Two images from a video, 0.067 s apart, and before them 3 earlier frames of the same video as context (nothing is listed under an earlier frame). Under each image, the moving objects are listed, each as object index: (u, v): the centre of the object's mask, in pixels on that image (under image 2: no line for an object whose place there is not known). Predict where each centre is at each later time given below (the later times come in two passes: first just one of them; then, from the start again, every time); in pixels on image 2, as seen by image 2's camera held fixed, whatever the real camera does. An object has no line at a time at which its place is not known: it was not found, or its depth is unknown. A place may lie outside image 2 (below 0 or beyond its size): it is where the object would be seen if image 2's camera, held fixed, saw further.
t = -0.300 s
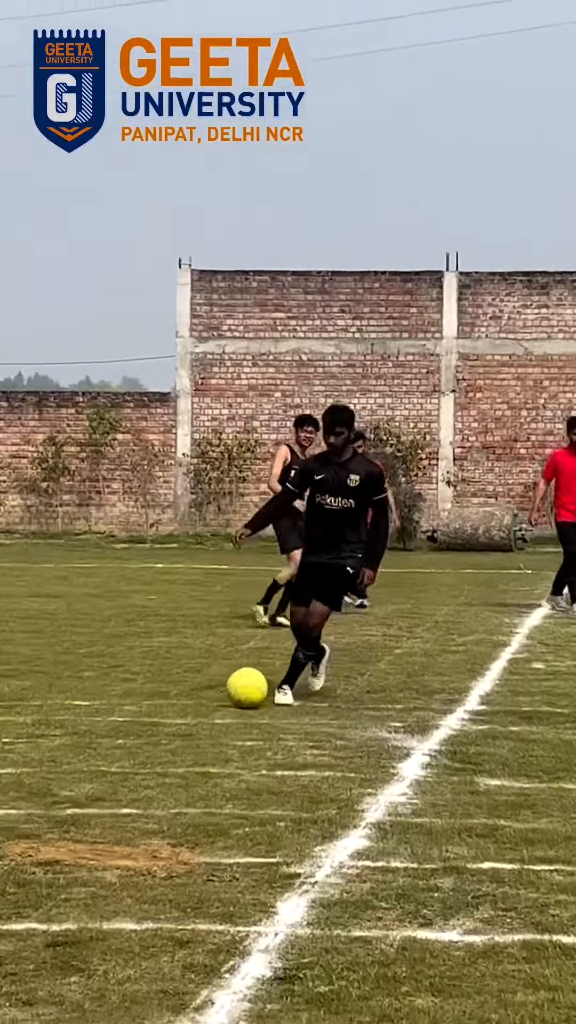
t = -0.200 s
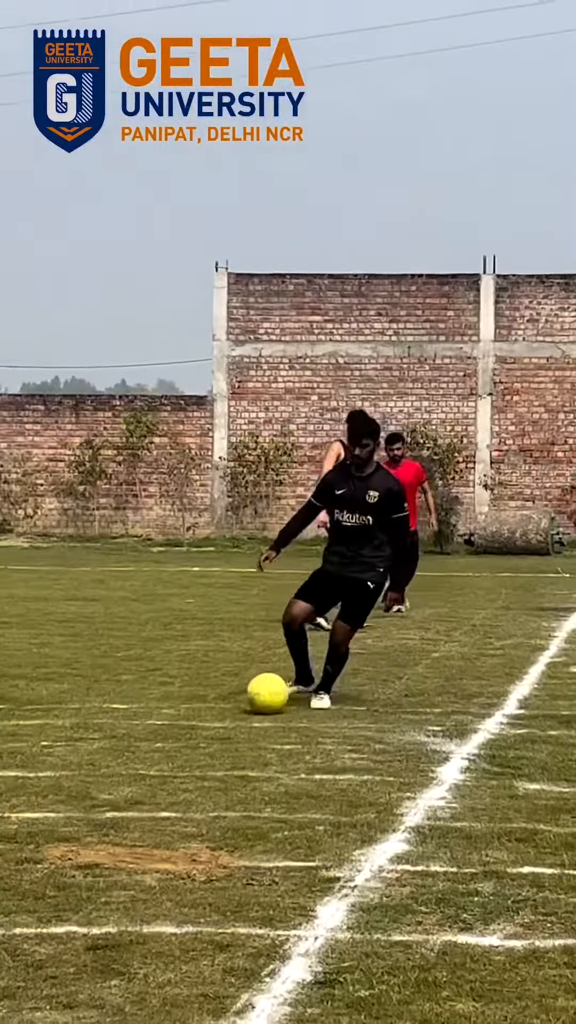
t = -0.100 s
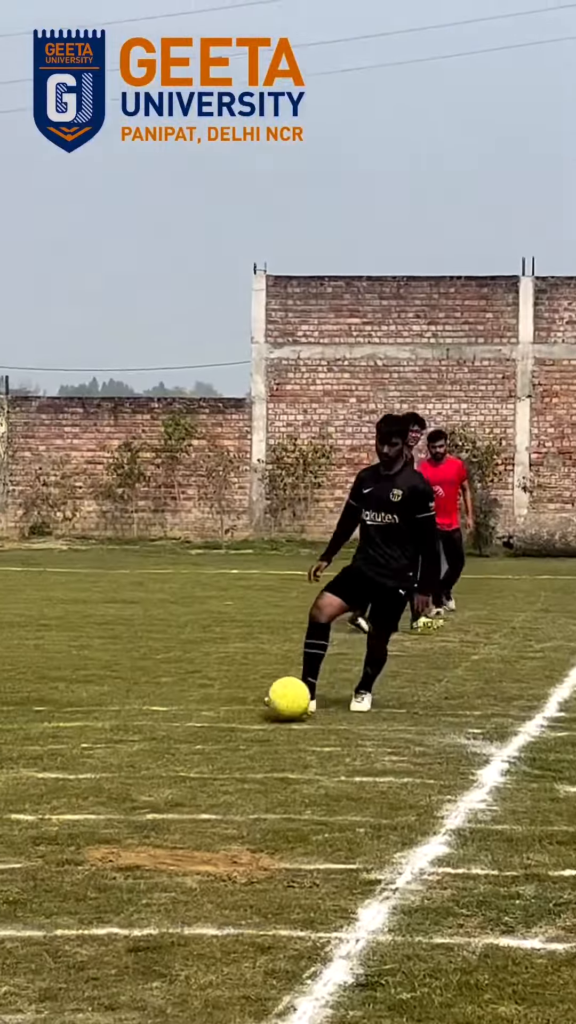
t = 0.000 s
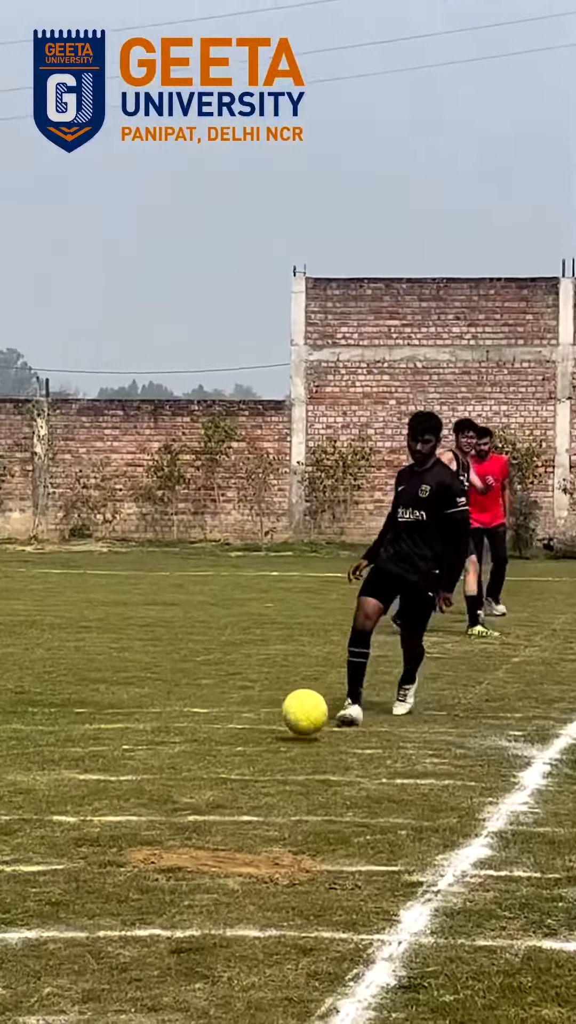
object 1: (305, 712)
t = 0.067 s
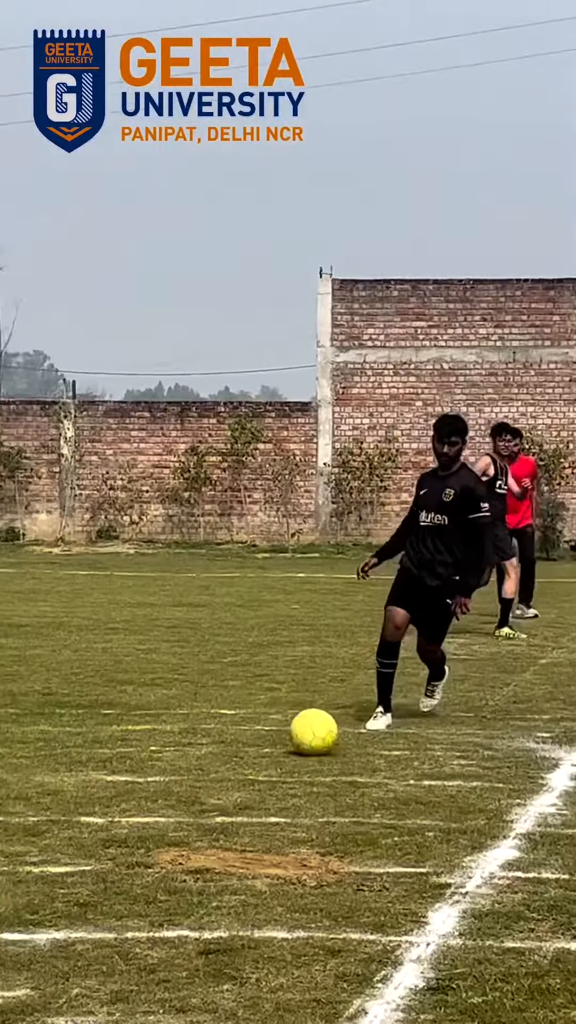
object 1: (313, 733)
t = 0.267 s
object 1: (255, 776)
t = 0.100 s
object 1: (305, 735)
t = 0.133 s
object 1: (297, 738)
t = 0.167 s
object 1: (287, 743)
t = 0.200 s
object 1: (277, 752)
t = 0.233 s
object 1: (266, 763)
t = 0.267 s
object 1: (255, 776)
